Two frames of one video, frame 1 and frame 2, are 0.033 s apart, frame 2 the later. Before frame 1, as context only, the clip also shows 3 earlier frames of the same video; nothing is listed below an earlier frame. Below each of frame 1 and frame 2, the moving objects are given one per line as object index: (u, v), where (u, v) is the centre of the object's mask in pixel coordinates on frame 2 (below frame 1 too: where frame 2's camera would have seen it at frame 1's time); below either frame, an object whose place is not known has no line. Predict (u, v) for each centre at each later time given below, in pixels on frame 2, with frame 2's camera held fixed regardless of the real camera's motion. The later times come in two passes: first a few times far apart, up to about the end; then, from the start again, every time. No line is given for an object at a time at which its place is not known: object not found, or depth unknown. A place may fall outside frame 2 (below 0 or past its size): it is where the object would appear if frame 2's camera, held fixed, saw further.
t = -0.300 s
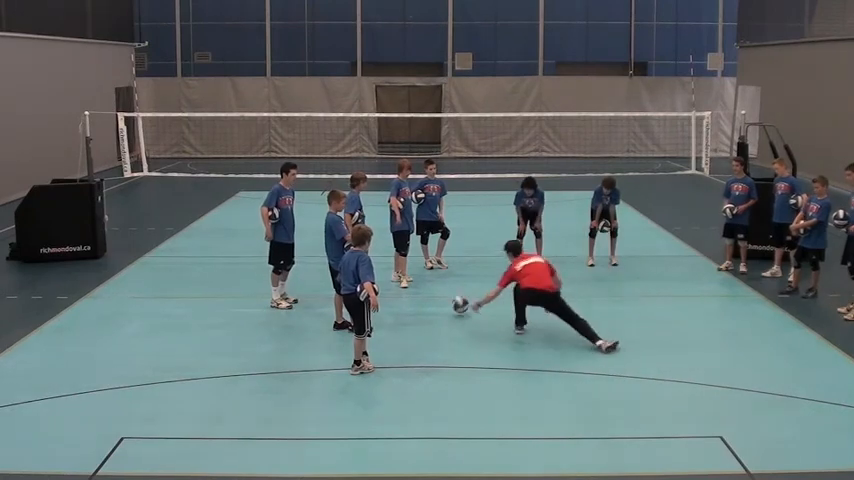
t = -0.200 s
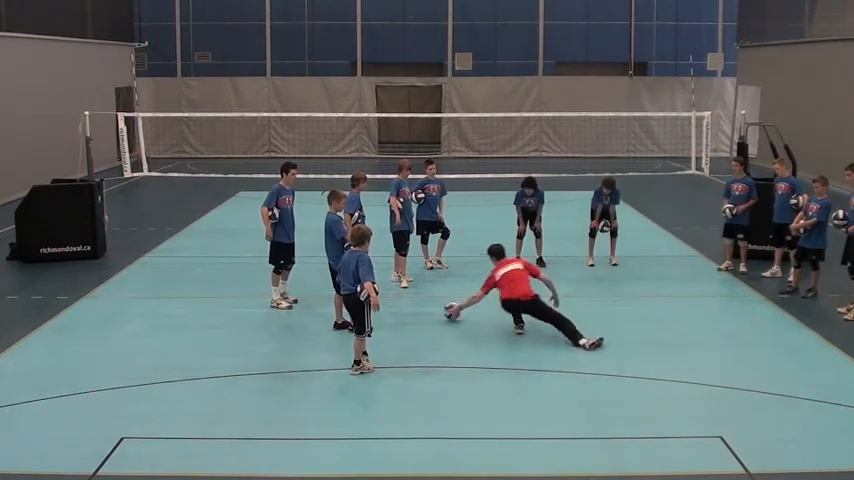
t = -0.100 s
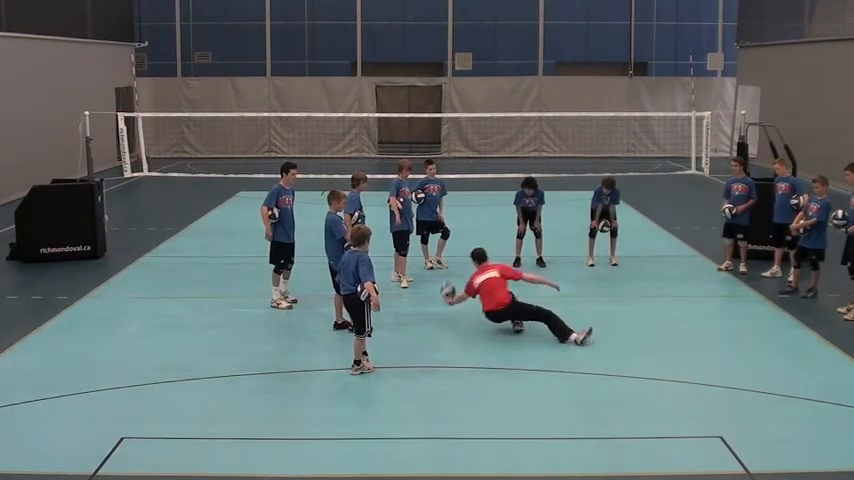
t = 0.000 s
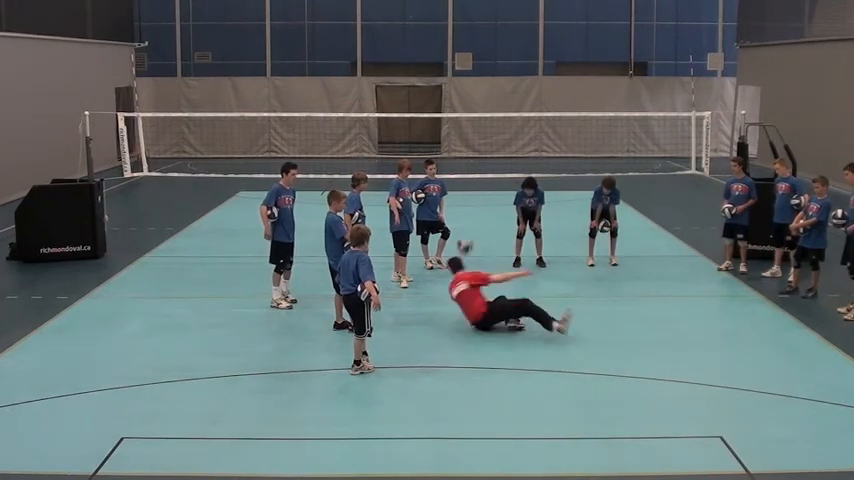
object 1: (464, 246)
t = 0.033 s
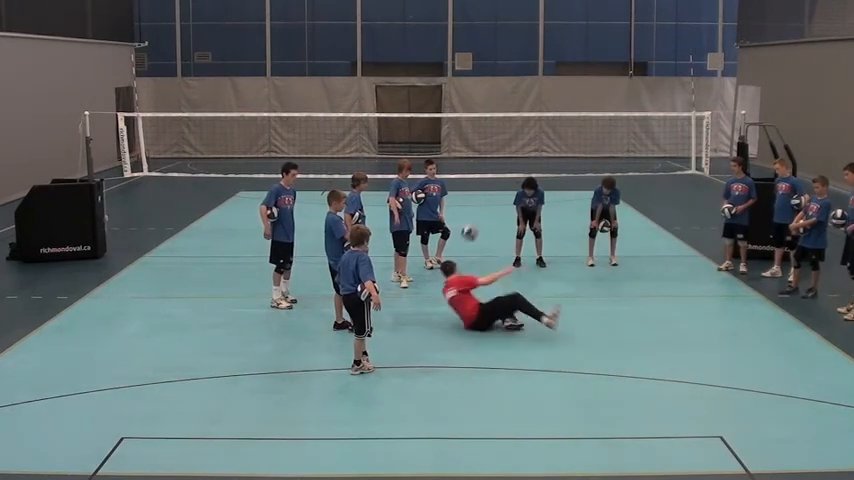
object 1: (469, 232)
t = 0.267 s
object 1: (504, 167)
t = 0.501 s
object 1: (533, 148)
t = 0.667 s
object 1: (551, 159)
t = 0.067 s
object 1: (475, 221)
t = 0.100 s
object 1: (480, 209)
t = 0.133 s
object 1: (485, 198)
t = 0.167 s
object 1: (489, 189)
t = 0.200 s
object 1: (494, 181)
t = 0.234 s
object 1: (499, 173)
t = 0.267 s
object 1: (504, 167)
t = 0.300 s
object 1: (508, 162)
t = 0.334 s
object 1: (512, 158)
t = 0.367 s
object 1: (517, 154)
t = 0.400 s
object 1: (521, 152)
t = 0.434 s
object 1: (526, 149)
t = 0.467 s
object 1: (529, 148)
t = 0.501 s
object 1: (533, 148)
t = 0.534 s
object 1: (537, 148)
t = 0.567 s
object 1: (541, 149)
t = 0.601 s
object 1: (545, 152)
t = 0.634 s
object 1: (548, 154)
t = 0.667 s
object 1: (551, 159)
